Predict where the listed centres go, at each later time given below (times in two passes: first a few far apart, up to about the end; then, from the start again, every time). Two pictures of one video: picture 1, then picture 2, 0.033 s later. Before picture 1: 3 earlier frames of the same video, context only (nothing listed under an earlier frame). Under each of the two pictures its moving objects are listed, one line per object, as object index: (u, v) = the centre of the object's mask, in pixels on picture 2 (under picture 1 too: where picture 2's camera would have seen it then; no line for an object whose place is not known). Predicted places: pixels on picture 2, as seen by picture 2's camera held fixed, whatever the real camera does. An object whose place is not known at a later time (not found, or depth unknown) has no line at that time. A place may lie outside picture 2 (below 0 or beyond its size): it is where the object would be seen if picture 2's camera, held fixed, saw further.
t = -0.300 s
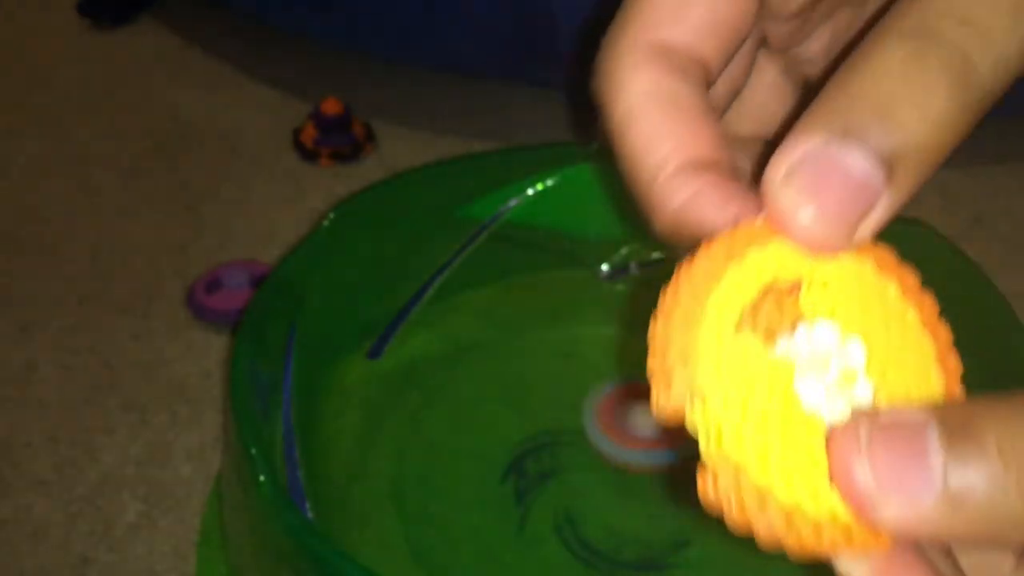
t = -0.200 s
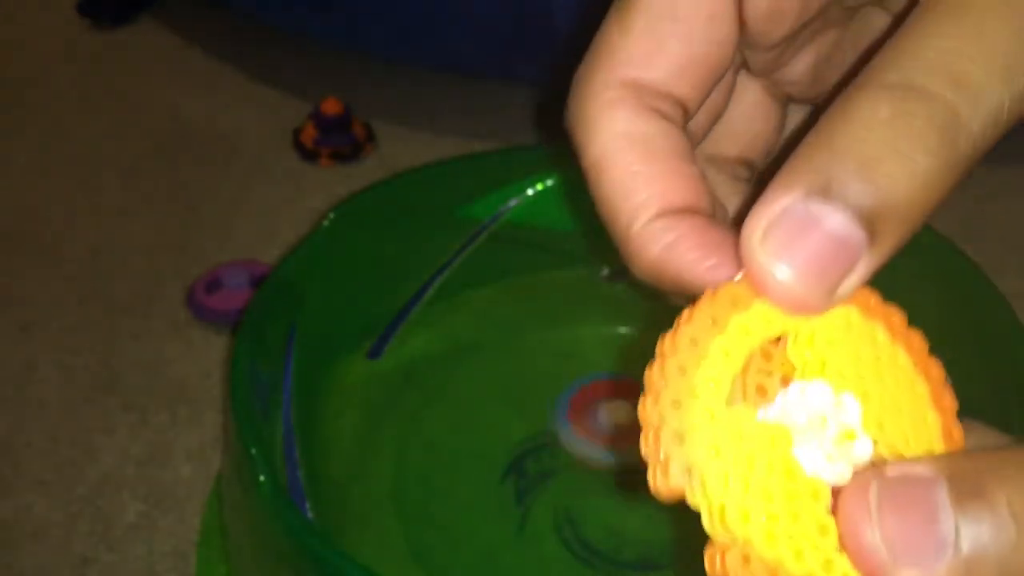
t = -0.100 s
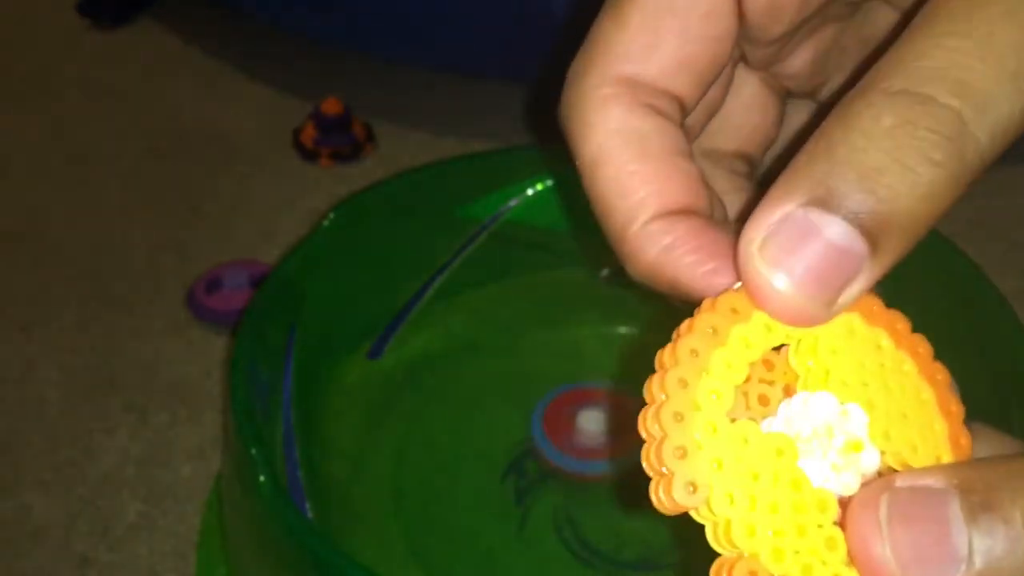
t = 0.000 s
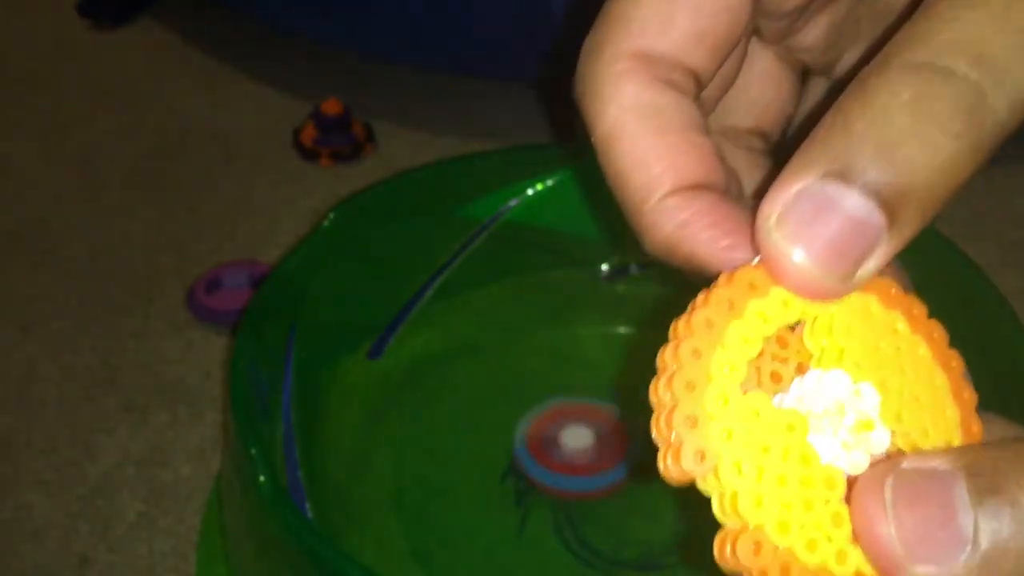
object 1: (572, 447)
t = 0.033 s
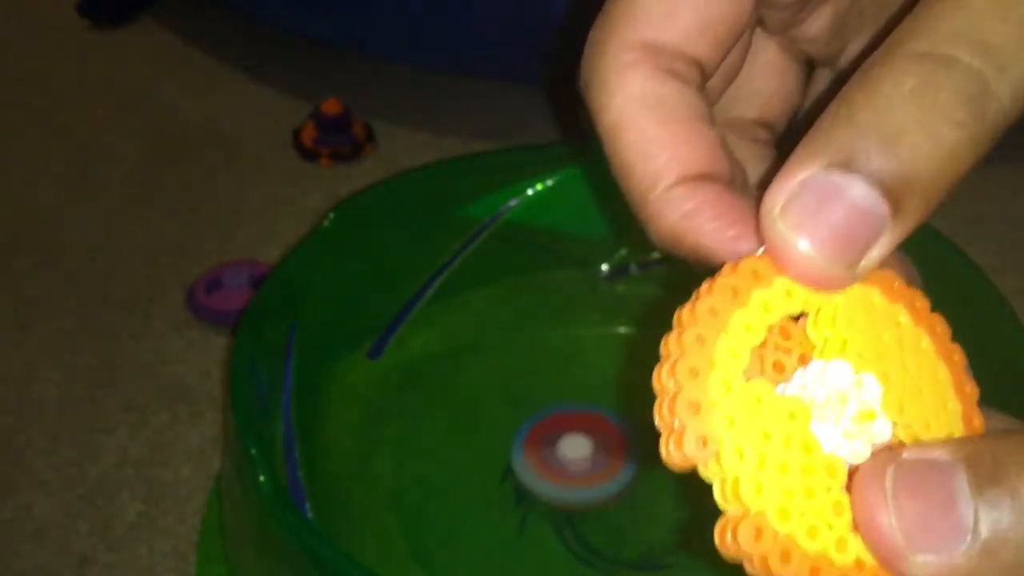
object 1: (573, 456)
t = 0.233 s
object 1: (600, 494)
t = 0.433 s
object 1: (657, 500)
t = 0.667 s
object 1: (669, 460)
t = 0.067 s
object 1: (576, 461)
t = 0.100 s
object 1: (576, 470)
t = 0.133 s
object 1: (582, 476)
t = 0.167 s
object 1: (585, 483)
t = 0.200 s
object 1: (593, 490)
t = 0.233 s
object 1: (600, 494)
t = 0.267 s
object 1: (610, 500)
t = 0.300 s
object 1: (620, 500)
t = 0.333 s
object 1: (628, 504)
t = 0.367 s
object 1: (639, 503)
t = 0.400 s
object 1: (645, 503)
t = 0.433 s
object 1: (657, 500)
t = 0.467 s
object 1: (661, 496)
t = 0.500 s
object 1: (669, 492)
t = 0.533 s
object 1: (670, 485)
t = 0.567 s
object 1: (674, 480)
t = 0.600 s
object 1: (672, 472)
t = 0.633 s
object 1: (674, 468)
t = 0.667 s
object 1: (669, 460)
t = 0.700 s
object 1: (666, 454)
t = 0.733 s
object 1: (662, 447)
